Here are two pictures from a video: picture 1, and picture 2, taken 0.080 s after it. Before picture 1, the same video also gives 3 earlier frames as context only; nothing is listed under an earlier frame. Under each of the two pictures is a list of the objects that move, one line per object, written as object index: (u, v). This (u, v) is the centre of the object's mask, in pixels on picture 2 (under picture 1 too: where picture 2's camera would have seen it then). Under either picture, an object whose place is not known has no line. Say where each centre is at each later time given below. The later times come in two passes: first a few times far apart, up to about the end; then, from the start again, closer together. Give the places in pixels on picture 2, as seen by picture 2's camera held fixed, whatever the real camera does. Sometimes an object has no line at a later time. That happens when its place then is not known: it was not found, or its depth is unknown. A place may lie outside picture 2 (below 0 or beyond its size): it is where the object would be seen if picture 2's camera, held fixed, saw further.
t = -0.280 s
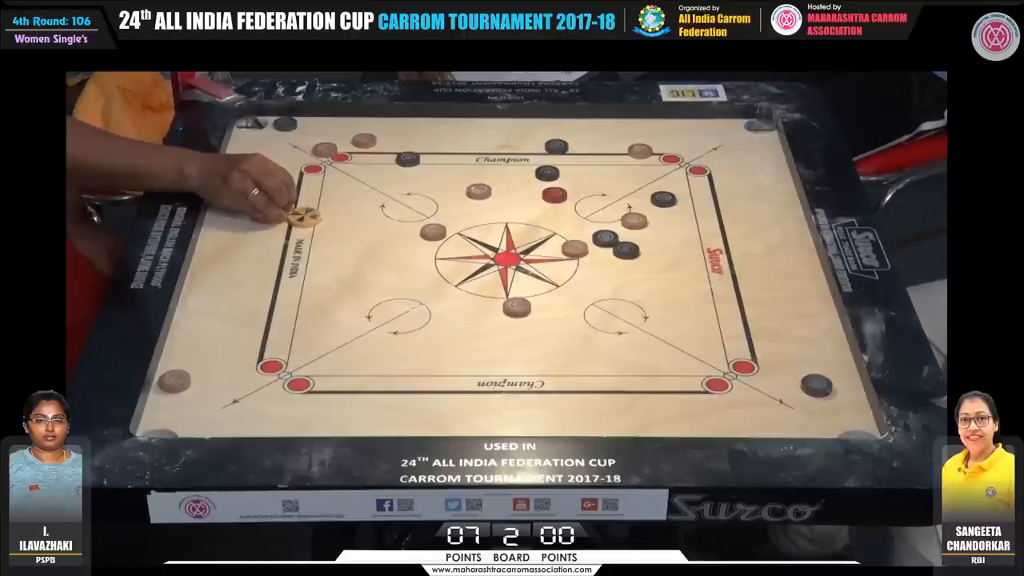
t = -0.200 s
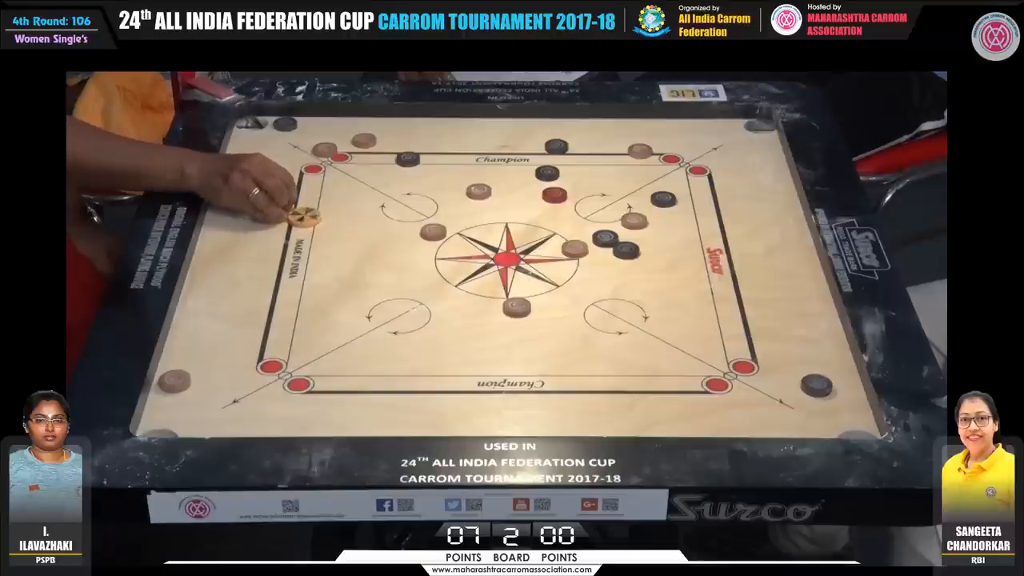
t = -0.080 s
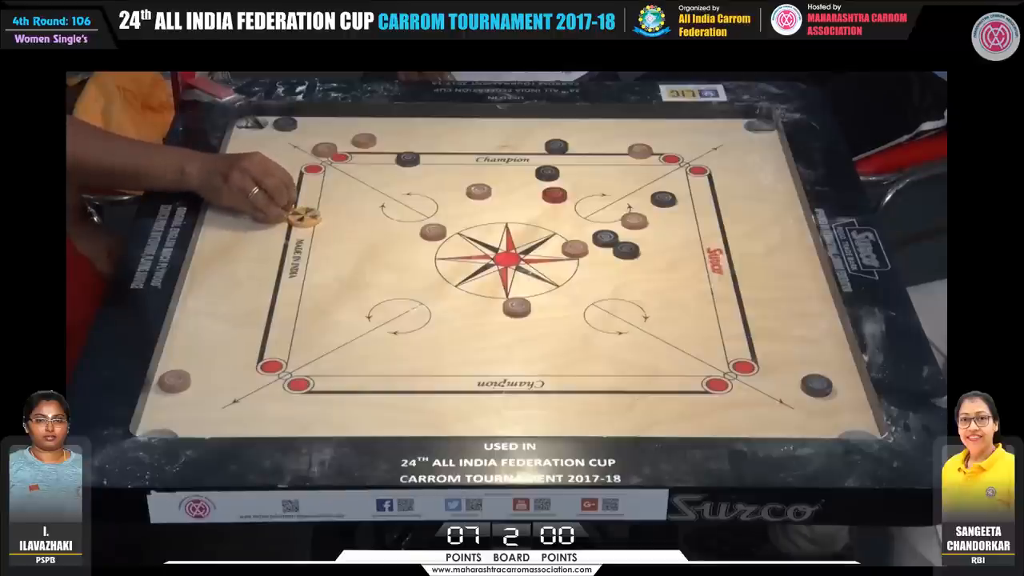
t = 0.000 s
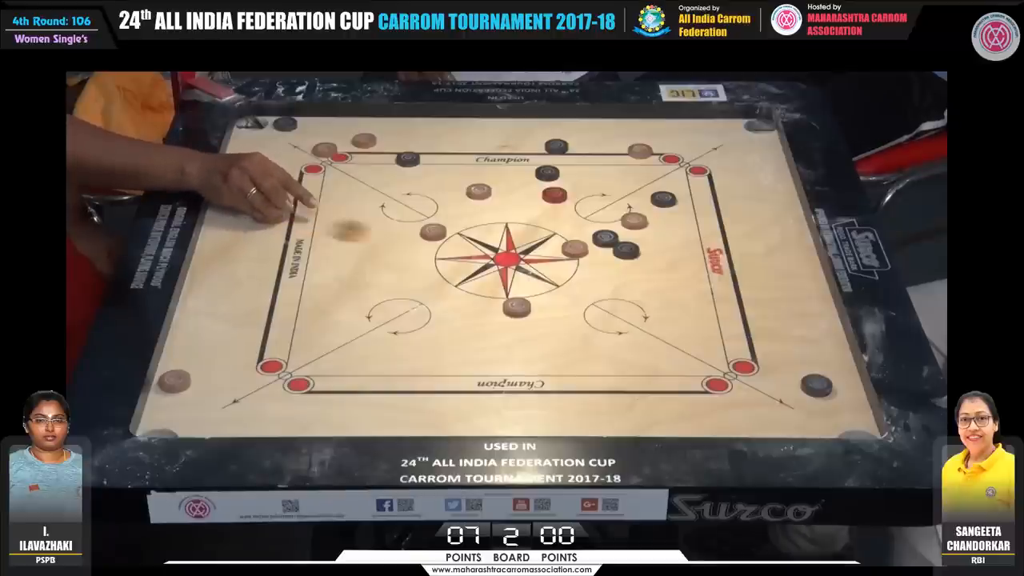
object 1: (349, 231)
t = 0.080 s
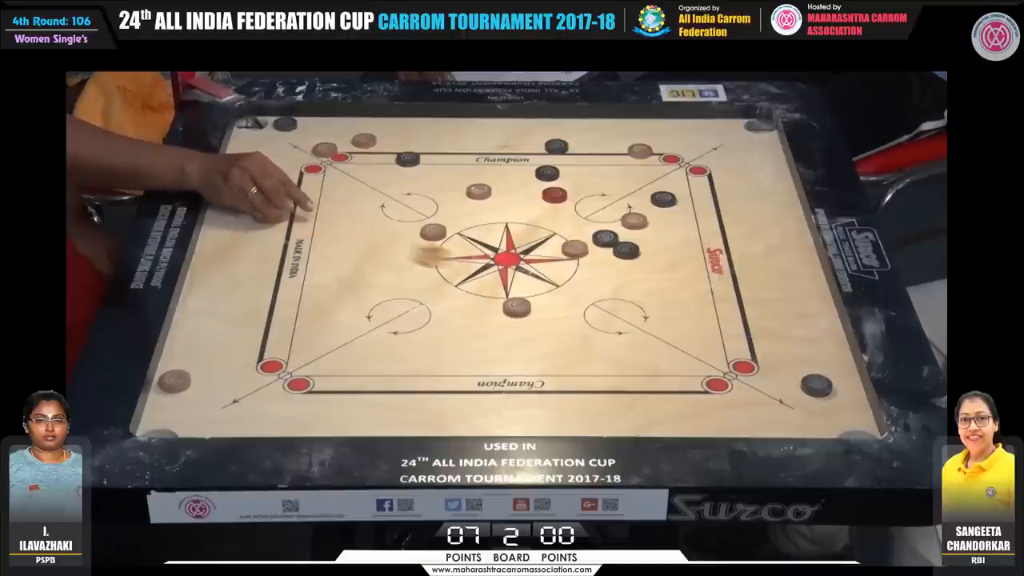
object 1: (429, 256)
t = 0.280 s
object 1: (622, 313)
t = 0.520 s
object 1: (823, 370)
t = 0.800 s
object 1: (754, 373)
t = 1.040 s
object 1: (730, 372)
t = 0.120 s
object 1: (469, 268)
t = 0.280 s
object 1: (622, 313)
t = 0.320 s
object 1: (659, 324)
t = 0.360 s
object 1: (696, 335)
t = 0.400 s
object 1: (729, 346)
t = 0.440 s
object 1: (767, 356)
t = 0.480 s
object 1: (796, 365)
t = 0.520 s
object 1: (823, 370)
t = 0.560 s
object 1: (834, 372)
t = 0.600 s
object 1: (817, 372)
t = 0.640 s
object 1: (801, 373)
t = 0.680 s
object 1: (788, 373)
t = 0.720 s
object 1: (776, 373)
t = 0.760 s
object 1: (764, 373)
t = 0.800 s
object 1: (754, 373)
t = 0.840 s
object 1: (748, 373)
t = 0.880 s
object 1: (742, 372)
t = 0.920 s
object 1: (738, 372)
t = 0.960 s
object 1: (735, 372)
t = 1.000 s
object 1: (731, 372)
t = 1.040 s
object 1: (730, 372)
